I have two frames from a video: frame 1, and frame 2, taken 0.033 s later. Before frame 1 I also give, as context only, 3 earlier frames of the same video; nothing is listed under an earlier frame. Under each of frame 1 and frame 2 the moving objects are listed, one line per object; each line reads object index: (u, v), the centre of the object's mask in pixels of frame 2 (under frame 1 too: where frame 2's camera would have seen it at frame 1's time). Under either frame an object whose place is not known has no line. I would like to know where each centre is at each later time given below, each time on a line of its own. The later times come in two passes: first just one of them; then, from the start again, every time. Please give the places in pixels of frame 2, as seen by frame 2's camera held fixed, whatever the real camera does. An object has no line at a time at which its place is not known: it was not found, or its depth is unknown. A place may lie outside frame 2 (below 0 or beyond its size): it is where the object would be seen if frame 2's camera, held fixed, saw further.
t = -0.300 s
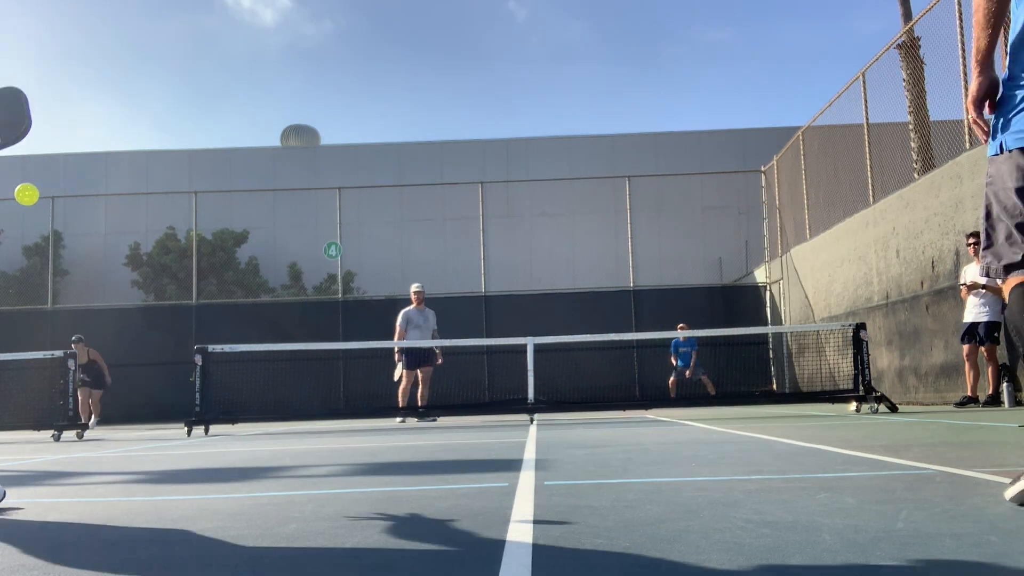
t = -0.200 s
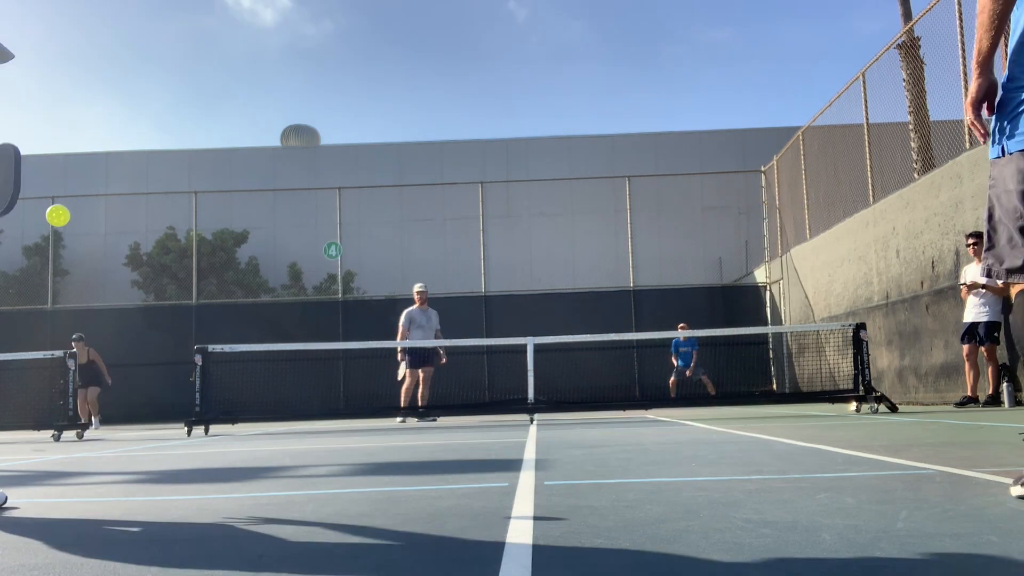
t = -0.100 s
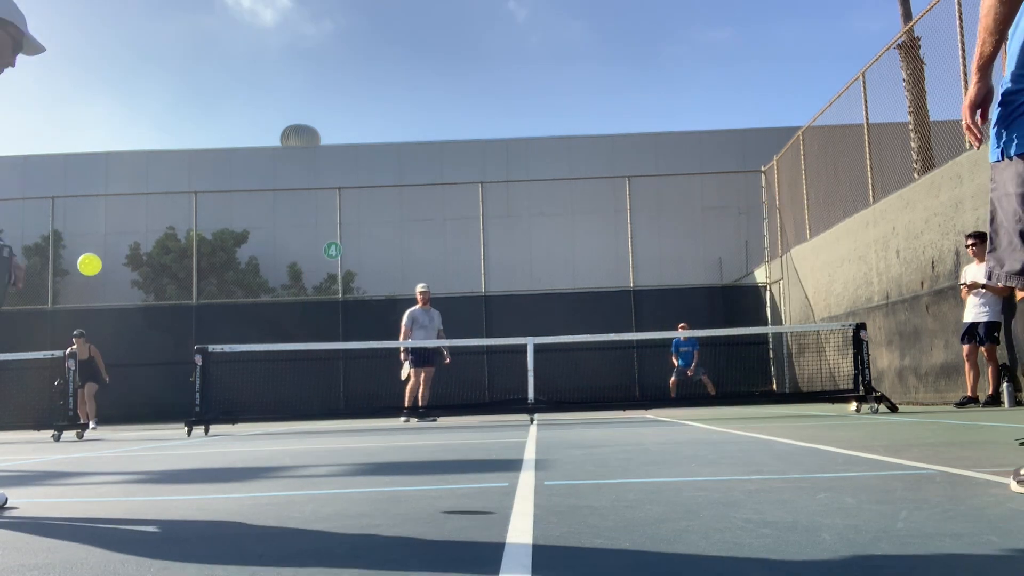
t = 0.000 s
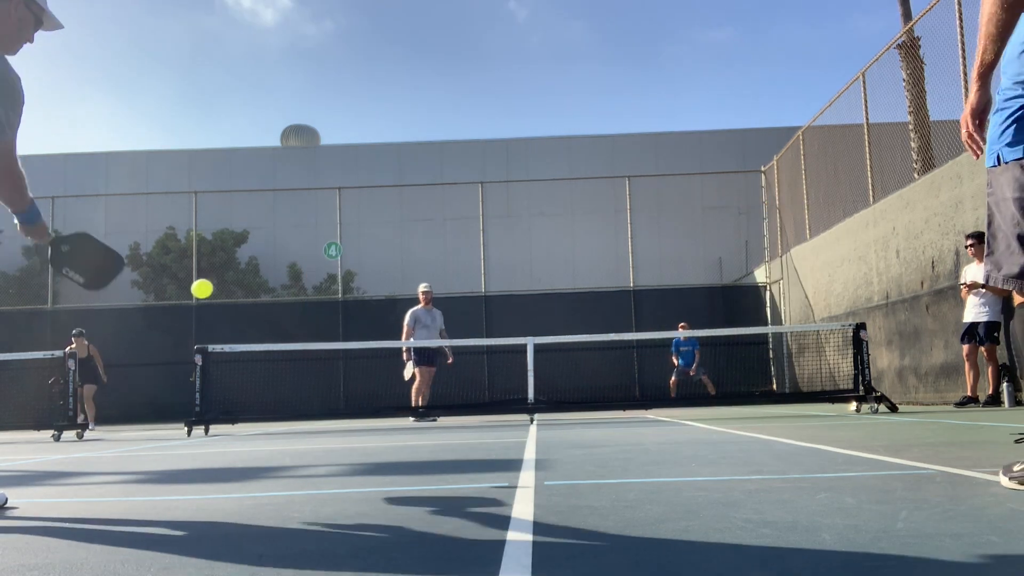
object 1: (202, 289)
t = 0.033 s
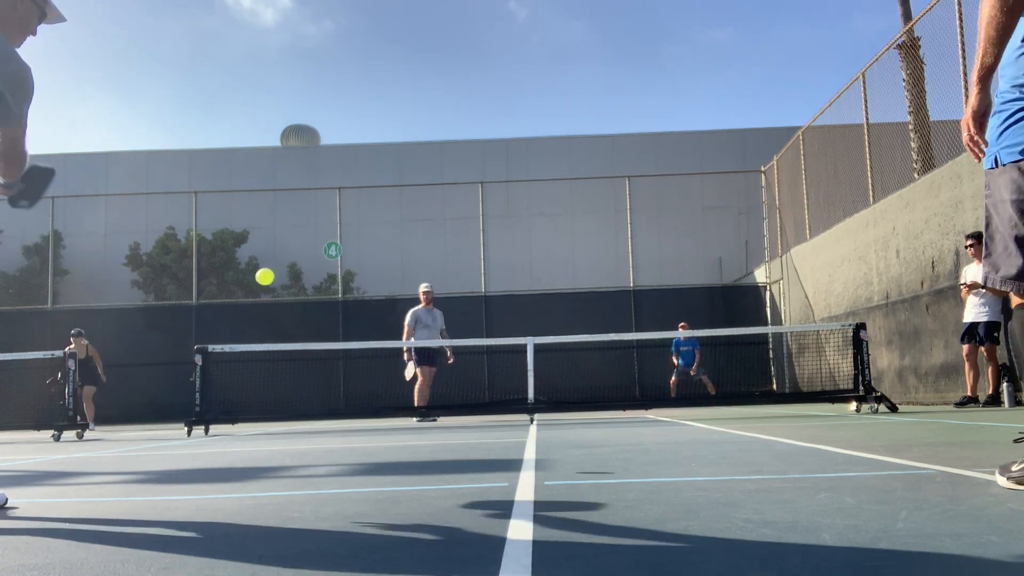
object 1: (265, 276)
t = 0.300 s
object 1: (487, 281)
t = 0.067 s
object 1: (312, 270)
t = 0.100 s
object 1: (351, 267)
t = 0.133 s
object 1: (383, 266)
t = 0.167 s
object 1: (410, 266)
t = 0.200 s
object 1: (432, 269)
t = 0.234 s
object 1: (453, 272)
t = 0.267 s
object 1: (471, 276)
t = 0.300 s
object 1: (487, 281)
